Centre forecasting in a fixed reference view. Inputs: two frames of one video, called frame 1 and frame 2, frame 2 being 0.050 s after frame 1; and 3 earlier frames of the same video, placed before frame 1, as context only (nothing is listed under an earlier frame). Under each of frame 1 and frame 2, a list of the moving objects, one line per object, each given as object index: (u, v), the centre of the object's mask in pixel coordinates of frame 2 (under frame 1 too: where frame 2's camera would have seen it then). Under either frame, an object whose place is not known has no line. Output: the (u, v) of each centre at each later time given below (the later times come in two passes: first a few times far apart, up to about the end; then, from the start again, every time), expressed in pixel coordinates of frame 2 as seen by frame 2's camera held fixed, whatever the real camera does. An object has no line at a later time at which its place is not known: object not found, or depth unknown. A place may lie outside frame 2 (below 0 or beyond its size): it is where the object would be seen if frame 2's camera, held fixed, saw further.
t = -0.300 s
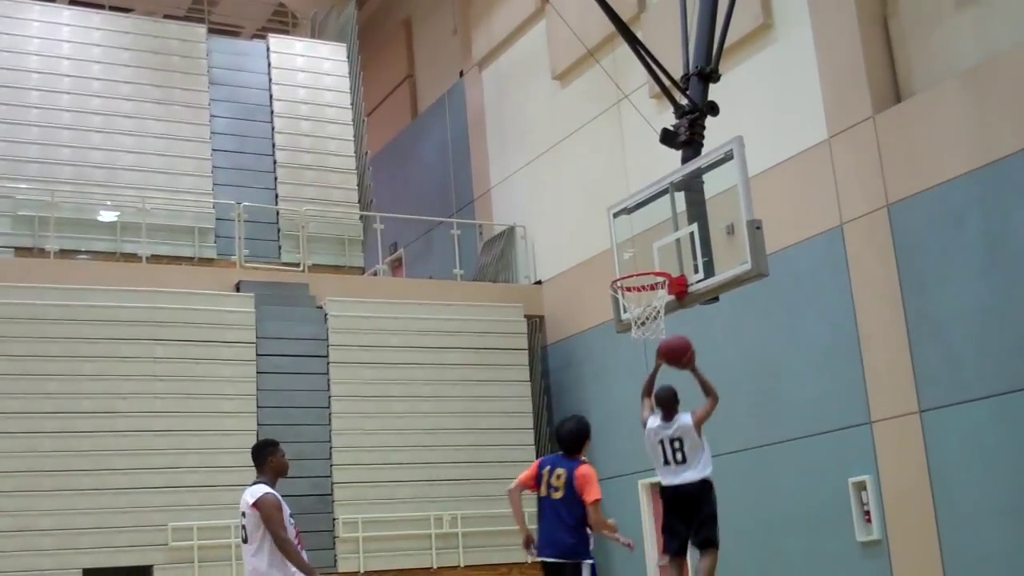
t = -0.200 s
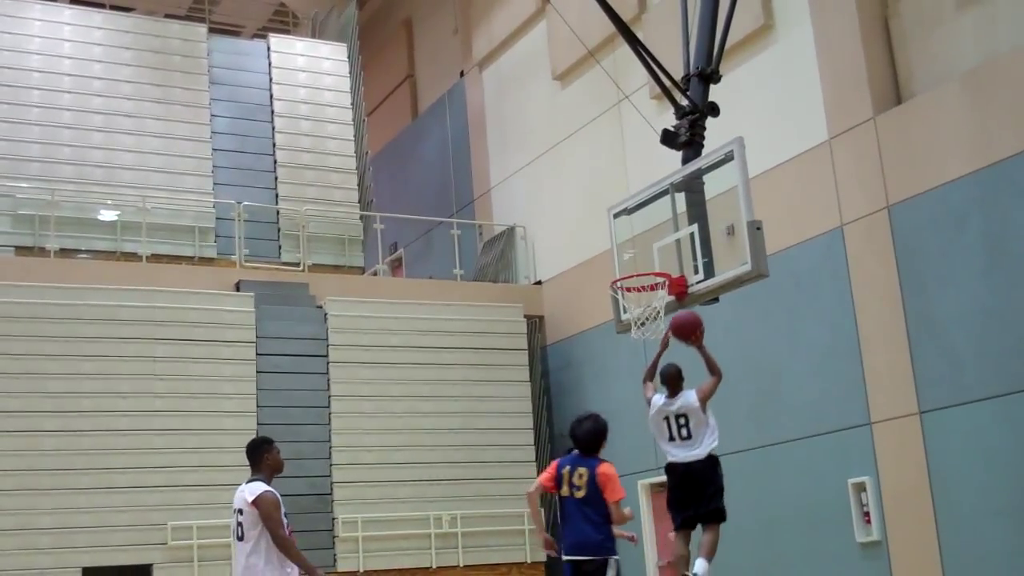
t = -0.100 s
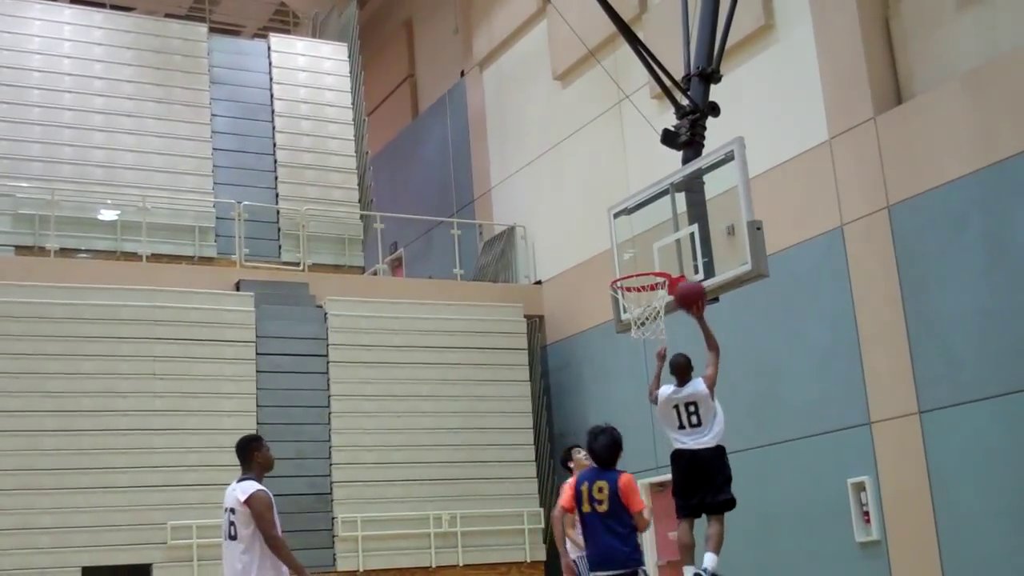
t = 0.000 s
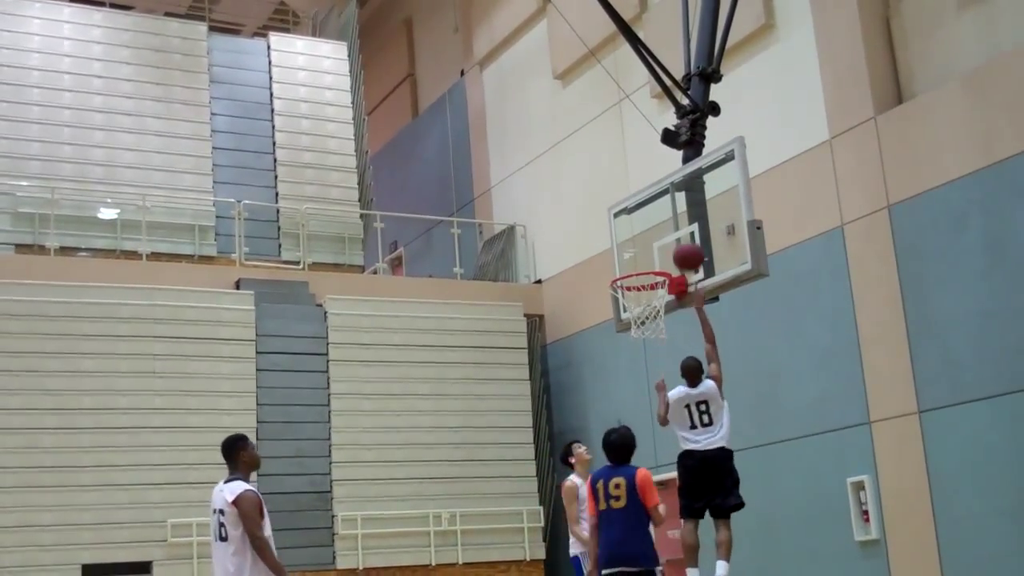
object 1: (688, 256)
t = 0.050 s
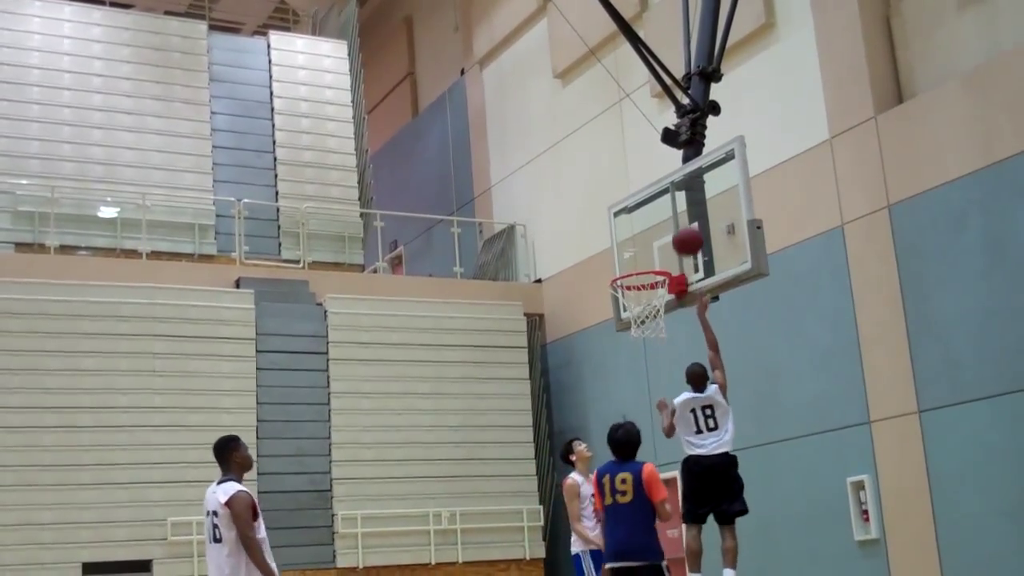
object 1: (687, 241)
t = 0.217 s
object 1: (682, 216)
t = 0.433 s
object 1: (639, 238)
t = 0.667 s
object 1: (641, 260)
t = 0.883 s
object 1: (649, 256)
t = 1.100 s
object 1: (636, 280)
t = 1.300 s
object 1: (634, 330)
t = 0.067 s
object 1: (687, 237)
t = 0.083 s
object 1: (687, 233)
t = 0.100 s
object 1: (686, 231)
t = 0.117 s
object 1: (686, 227)
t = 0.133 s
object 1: (686, 224)
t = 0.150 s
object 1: (686, 221)
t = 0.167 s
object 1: (686, 219)
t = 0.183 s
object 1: (686, 218)
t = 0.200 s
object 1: (686, 217)
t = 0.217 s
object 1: (682, 216)
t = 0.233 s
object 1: (679, 215)
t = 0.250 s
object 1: (676, 216)
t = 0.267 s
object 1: (671, 216)
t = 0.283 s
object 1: (668, 217)
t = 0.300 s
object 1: (664, 218)
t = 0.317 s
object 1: (661, 219)
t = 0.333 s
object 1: (657, 221)
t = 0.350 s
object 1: (654, 223)
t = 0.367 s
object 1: (651, 226)
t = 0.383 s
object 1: (648, 228)
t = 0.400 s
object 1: (645, 231)
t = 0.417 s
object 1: (642, 234)
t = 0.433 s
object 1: (639, 238)
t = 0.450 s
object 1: (636, 242)
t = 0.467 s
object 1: (633, 246)
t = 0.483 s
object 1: (630, 251)
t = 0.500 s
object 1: (626, 256)
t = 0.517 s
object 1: (623, 261)
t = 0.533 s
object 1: (620, 265)
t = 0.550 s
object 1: (619, 267)
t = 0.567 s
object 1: (622, 265)
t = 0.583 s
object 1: (625, 264)
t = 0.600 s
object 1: (628, 263)
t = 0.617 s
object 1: (632, 262)
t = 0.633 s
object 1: (635, 261)
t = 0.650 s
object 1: (638, 260)
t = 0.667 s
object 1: (641, 260)
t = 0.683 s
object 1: (645, 260)
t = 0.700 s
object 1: (648, 260)
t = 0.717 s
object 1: (651, 261)
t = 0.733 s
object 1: (655, 261)
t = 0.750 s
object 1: (658, 262)
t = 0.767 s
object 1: (658, 261)
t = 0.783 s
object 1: (657, 260)
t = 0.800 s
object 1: (655, 259)
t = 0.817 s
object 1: (654, 258)
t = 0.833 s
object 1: (652, 257)
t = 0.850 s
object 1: (651, 257)
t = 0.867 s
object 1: (650, 256)
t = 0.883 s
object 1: (649, 256)
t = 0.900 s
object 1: (647, 256)
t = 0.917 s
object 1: (646, 256)
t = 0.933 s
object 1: (645, 257)
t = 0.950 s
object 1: (644, 257)
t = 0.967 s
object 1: (643, 258)
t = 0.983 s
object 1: (642, 259)
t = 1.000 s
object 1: (641, 260)
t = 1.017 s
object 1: (640, 261)
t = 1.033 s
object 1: (638, 263)
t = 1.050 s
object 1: (638, 269)
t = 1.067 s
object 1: (637, 272)
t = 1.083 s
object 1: (636, 276)
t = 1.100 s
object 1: (636, 280)
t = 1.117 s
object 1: (635, 284)
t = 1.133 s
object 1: (634, 289)
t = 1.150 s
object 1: (633, 294)
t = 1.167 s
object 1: (632, 298)
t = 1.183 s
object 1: (631, 301)
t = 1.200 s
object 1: (632, 308)
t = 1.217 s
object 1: (632, 311)
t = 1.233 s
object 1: (632, 315)
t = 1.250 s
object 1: (632, 318)
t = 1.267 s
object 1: (632, 321)
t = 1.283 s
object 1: (632, 324)
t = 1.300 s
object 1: (634, 330)
